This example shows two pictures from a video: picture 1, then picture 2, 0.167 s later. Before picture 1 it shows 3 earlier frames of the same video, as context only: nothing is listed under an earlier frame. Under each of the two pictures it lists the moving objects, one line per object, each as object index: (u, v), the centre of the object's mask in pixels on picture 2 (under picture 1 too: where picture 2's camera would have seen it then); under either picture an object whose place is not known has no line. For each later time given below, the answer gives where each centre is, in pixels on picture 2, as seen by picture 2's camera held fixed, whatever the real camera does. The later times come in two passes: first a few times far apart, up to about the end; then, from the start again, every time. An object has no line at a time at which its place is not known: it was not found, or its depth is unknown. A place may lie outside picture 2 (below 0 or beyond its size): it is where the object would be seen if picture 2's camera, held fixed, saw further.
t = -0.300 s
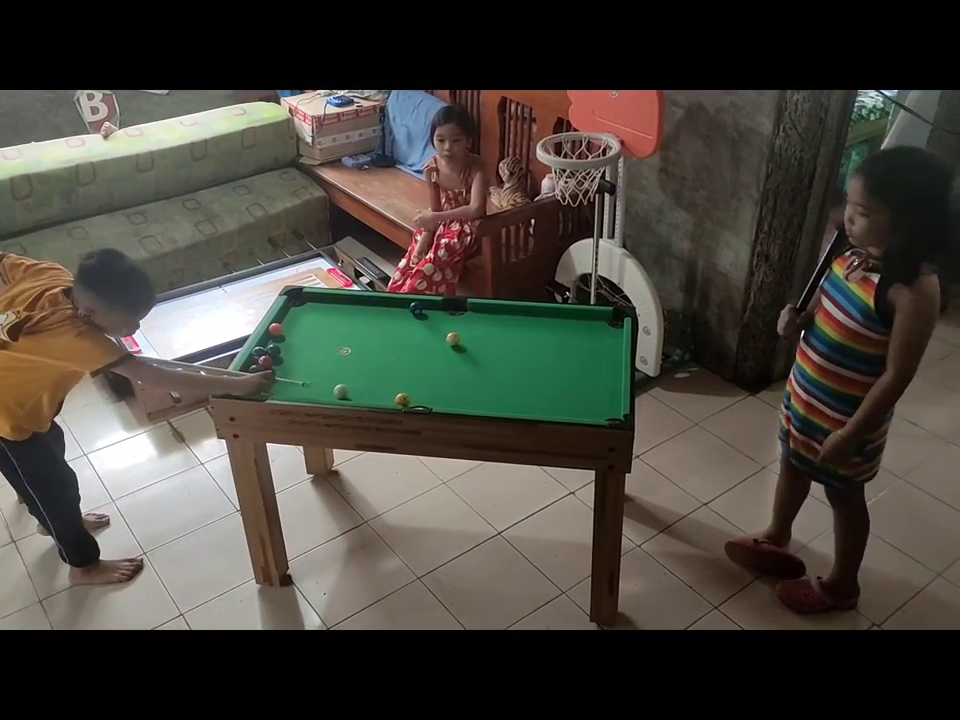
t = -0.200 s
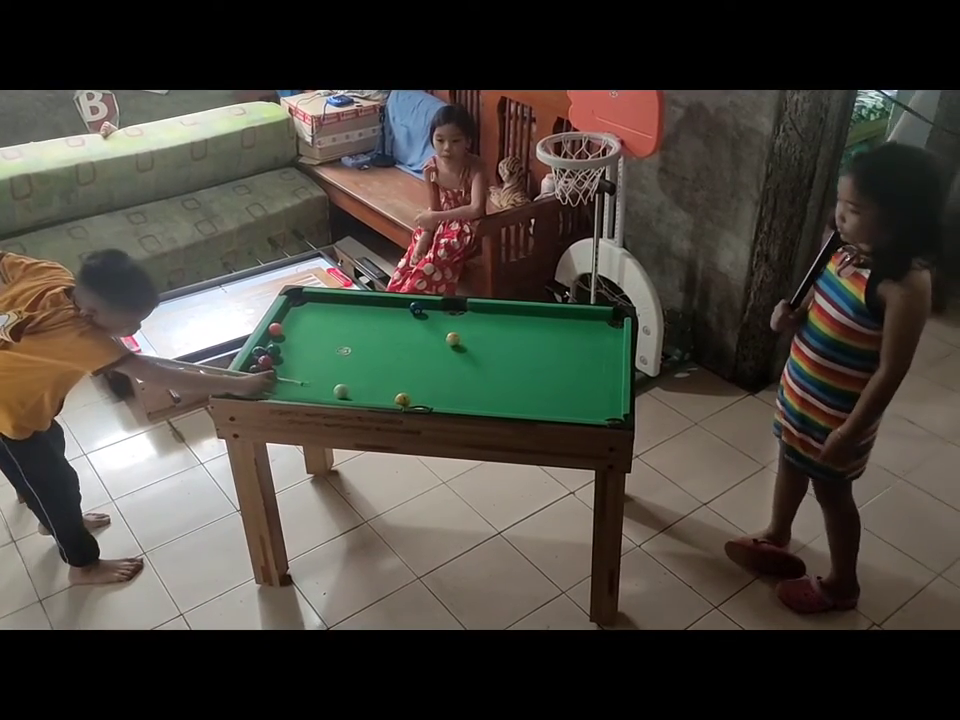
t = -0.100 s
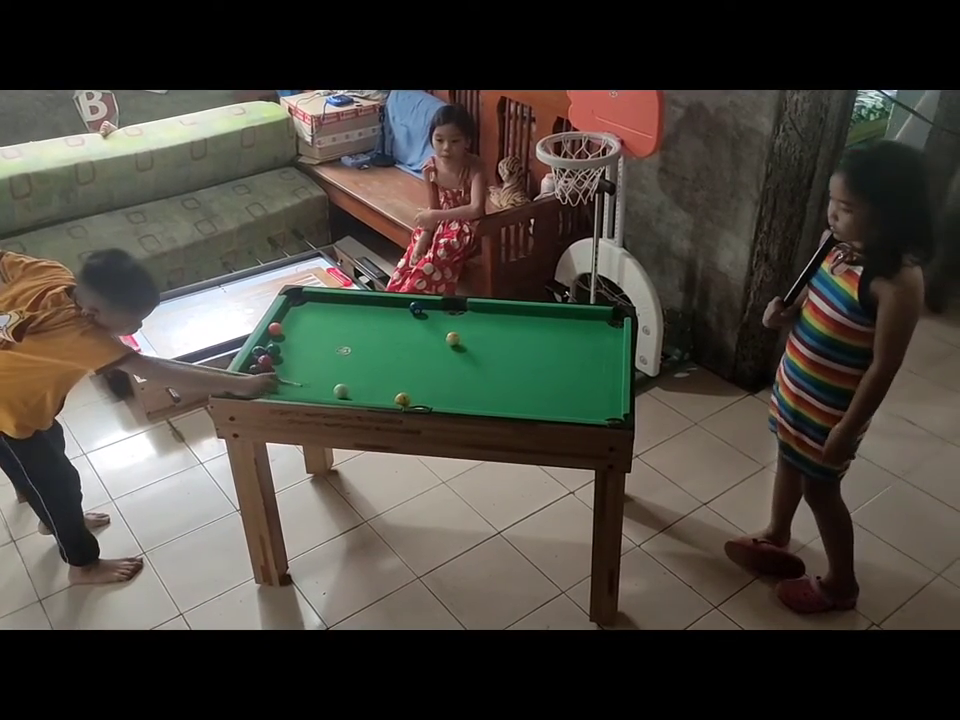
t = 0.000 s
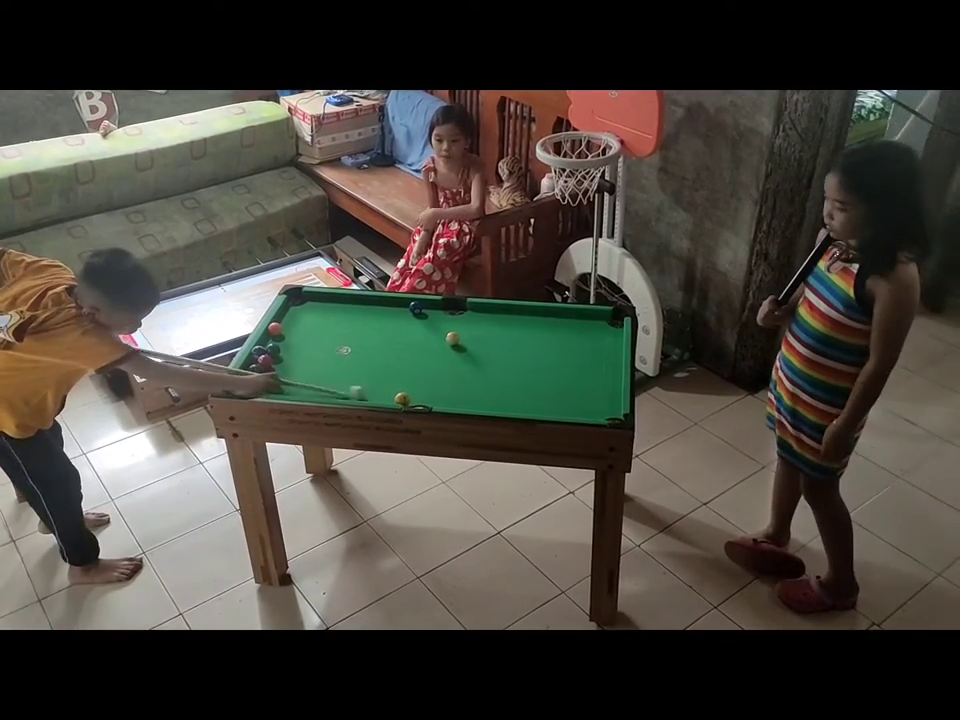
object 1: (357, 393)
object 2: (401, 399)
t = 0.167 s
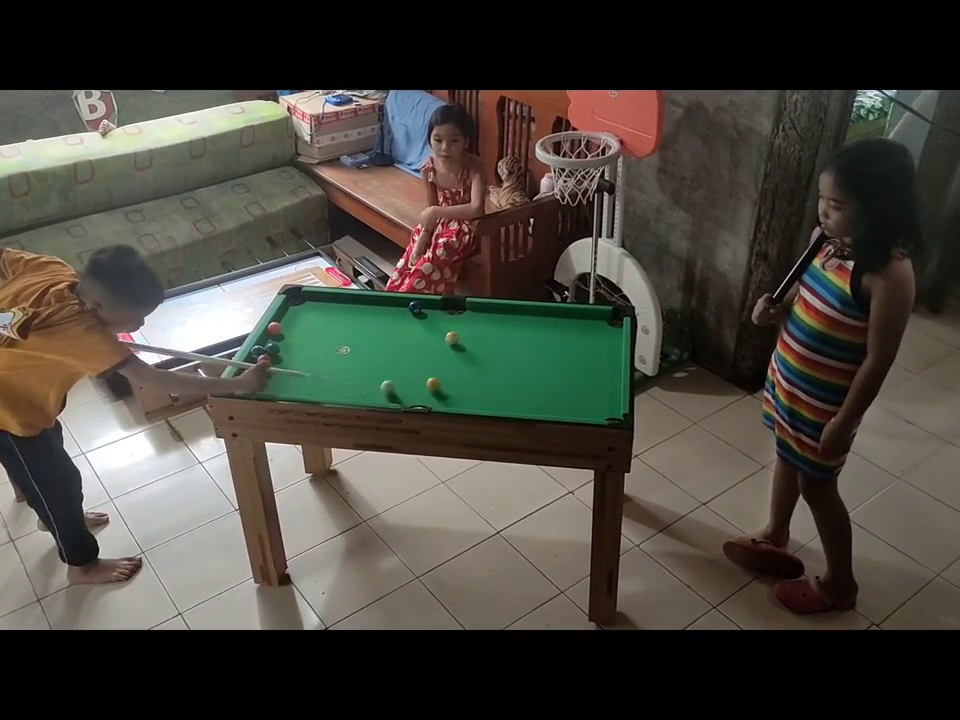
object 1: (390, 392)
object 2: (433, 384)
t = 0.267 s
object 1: (385, 381)
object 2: (439, 368)
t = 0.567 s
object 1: (379, 367)
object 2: (454, 342)
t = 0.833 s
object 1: (376, 359)
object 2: (459, 334)
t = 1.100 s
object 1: (375, 354)
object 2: (462, 330)
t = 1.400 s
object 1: (375, 353)
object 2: (463, 329)
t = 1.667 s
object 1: (374, 353)
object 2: (462, 329)
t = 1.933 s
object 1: (375, 355)
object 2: (462, 330)
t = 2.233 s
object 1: (375, 357)
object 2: (463, 332)
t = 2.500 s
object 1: (375, 358)
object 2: (463, 333)
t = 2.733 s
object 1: (375, 358)
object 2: (463, 333)
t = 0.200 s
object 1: (389, 390)
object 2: (434, 377)
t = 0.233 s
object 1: (386, 384)
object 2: (436, 372)
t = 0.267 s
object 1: (385, 381)
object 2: (439, 368)
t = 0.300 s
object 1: (384, 380)
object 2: (441, 363)
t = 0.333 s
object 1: (383, 378)
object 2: (442, 359)
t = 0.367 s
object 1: (382, 375)
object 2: (444, 355)
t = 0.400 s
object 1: (381, 374)
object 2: (446, 351)
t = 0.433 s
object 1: (381, 373)
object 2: (449, 347)
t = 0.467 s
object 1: (381, 371)
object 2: (450, 345)
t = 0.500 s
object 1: (380, 370)
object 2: (451, 344)
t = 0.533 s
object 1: (379, 368)
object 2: (453, 343)
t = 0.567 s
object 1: (379, 367)
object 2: (454, 342)
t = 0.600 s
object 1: (378, 366)
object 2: (454, 340)
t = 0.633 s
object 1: (377, 364)
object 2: (455, 340)
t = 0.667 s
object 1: (377, 363)
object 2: (456, 339)
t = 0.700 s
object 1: (377, 362)
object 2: (457, 337)
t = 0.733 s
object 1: (376, 361)
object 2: (458, 337)
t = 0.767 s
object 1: (376, 360)
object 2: (458, 336)
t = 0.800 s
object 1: (376, 359)
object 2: (459, 335)
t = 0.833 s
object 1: (376, 359)
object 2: (459, 334)
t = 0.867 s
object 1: (376, 358)
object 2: (460, 333)
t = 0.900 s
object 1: (375, 357)
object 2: (460, 333)
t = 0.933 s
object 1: (375, 357)
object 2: (461, 332)
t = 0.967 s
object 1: (375, 356)
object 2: (461, 332)
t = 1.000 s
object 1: (375, 355)
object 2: (462, 331)
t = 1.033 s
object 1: (375, 355)
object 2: (462, 331)
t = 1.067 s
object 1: (375, 355)
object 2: (462, 330)
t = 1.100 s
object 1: (375, 354)
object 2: (462, 330)
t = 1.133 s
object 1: (375, 354)
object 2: (462, 330)
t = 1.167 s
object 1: (375, 354)
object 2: (462, 329)
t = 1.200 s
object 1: (374, 354)
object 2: (462, 329)
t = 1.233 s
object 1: (374, 354)
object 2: (462, 329)
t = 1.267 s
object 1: (374, 353)
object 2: (462, 329)
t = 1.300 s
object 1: (374, 353)
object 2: (462, 329)
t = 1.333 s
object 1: (375, 353)
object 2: (462, 329)
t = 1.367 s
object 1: (374, 353)
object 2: (463, 329)
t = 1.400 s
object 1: (375, 353)
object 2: (463, 329)
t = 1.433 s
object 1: (375, 353)
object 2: (463, 328)
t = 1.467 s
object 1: (375, 353)
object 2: (463, 328)
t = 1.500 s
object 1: (375, 353)
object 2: (462, 329)
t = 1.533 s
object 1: (374, 353)
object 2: (462, 328)
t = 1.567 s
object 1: (374, 353)
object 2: (462, 328)
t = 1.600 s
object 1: (374, 353)
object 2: (462, 328)
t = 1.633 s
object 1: (374, 353)
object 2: (462, 329)
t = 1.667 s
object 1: (374, 353)
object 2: (462, 329)
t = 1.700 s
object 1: (374, 353)
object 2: (462, 329)
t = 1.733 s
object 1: (374, 353)
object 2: (462, 329)
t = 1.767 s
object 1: (374, 354)
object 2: (462, 329)
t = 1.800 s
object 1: (374, 354)
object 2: (462, 329)
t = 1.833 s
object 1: (374, 354)
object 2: (462, 329)
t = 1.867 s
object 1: (374, 354)
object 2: (462, 330)
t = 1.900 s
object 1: (374, 355)
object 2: (462, 330)
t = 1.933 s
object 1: (375, 355)
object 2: (462, 330)
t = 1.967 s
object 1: (375, 355)
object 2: (463, 330)
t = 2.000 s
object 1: (375, 355)
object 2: (463, 330)
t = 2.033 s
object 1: (375, 356)
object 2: (463, 331)
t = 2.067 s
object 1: (375, 356)
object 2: (463, 331)
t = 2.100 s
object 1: (375, 356)
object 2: (463, 331)
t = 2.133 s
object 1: (375, 357)
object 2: (463, 331)
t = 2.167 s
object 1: (375, 357)
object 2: (463, 331)
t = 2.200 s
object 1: (375, 357)
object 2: (463, 332)
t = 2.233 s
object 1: (375, 357)
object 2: (463, 332)
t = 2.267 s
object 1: (375, 357)
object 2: (463, 332)
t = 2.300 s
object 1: (375, 357)
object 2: (464, 332)
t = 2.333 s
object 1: (376, 358)
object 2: (463, 332)
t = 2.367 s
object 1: (375, 358)
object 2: (463, 332)
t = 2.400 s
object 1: (375, 358)
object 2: (463, 332)
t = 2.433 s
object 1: (375, 358)
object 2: (463, 332)
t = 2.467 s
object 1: (375, 358)
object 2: (463, 333)
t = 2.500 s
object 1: (375, 358)
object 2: (463, 333)
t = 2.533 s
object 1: (375, 358)
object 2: (463, 333)
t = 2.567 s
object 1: (375, 358)
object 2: (463, 333)
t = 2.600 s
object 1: (375, 358)
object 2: (463, 333)
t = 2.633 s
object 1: (375, 358)
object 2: (463, 333)
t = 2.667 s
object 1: (375, 358)
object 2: (463, 333)
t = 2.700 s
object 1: (375, 358)
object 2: (463, 333)
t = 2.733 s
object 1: (375, 358)
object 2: (463, 333)
